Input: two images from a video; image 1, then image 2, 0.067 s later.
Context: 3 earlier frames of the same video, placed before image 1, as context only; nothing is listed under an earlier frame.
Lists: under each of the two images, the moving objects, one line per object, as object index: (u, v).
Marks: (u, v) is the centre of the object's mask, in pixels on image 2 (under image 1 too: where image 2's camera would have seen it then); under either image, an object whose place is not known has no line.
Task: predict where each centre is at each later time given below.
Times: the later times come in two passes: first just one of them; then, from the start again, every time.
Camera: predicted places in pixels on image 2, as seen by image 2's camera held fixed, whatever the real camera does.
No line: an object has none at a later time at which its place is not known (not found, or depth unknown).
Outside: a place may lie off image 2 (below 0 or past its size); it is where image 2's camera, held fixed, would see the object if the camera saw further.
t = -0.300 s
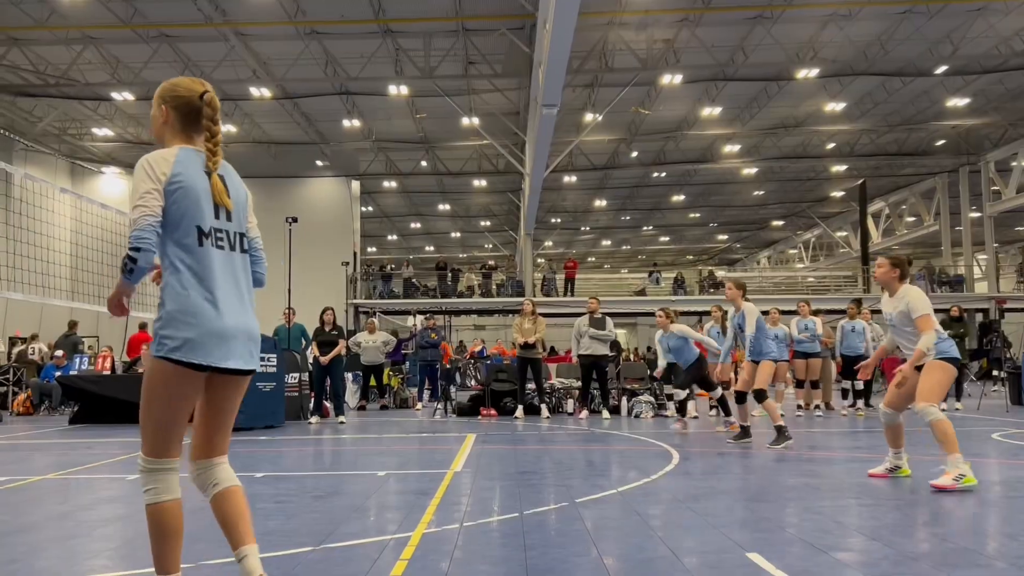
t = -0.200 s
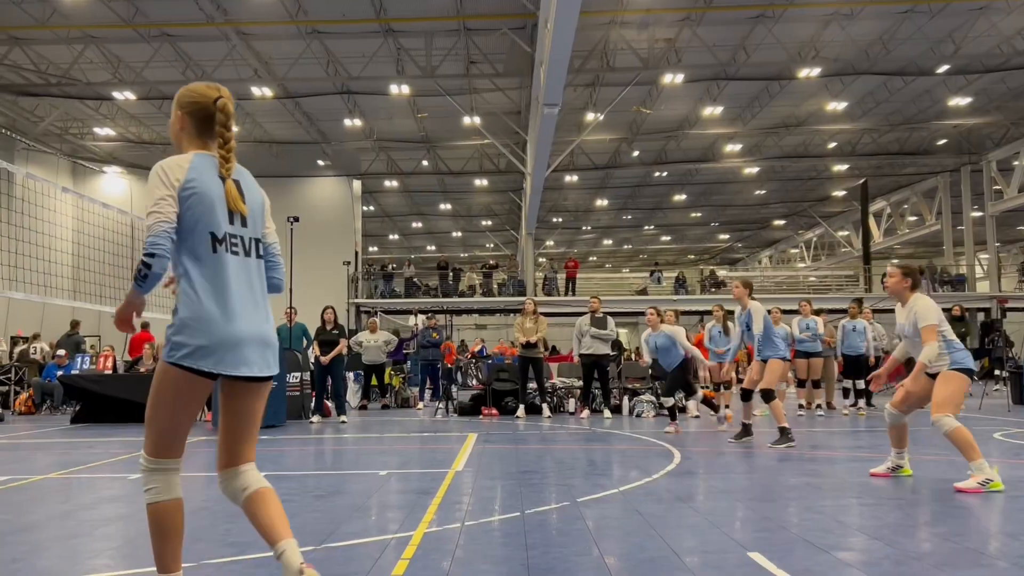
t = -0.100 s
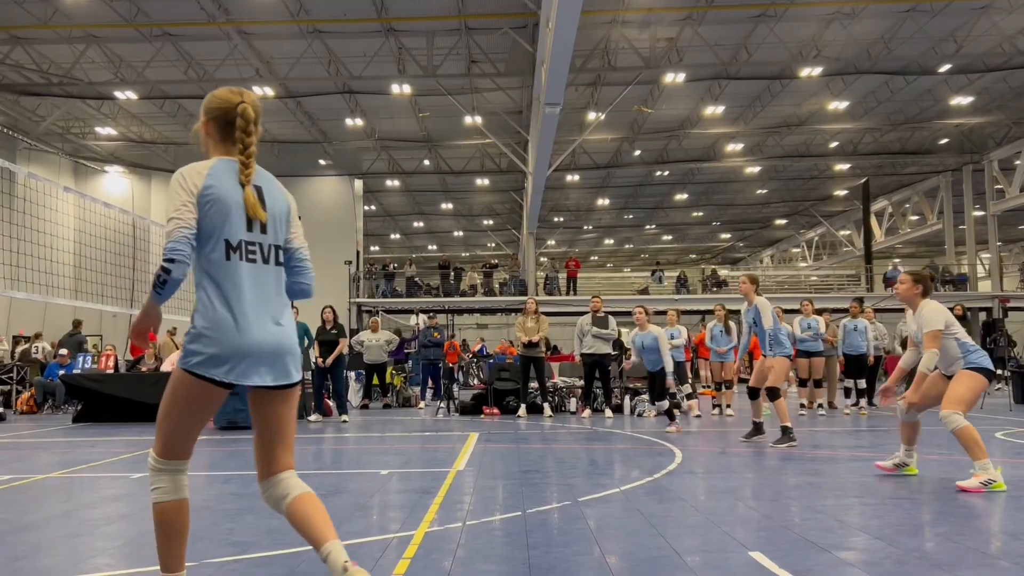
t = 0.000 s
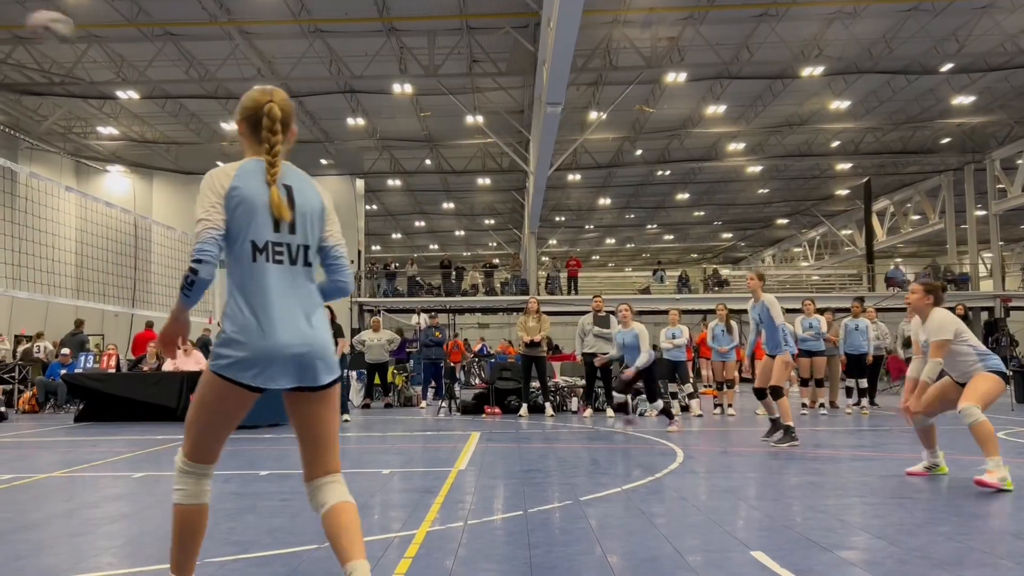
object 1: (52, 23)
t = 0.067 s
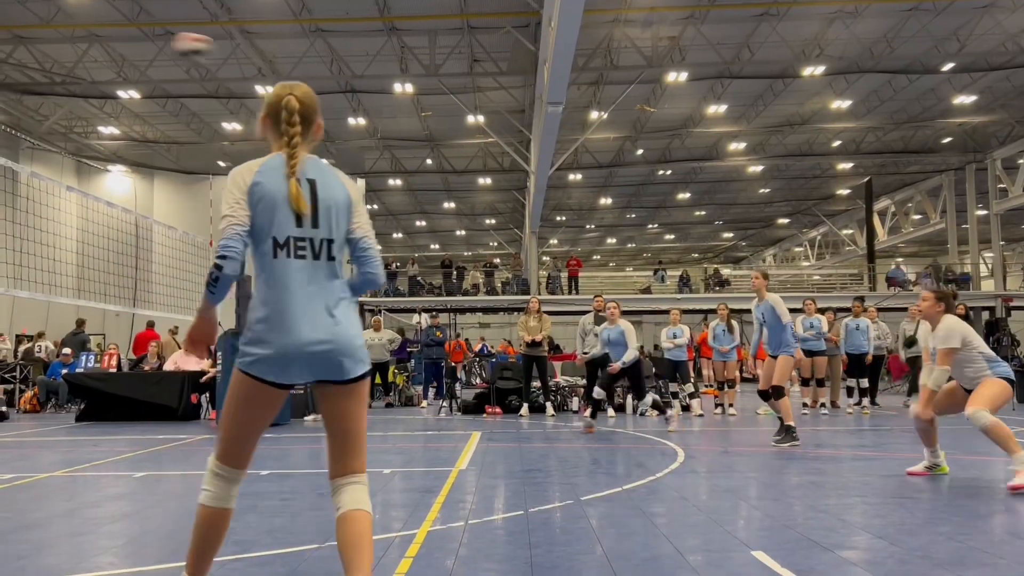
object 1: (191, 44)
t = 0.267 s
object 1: (618, 157)
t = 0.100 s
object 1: (263, 59)
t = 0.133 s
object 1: (339, 74)
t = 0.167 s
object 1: (407, 95)
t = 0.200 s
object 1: (478, 115)
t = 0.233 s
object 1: (548, 137)
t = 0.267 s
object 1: (618, 157)
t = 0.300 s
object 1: (689, 182)
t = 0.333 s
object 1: (759, 209)
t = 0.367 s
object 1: (831, 236)
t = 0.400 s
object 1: (904, 267)
